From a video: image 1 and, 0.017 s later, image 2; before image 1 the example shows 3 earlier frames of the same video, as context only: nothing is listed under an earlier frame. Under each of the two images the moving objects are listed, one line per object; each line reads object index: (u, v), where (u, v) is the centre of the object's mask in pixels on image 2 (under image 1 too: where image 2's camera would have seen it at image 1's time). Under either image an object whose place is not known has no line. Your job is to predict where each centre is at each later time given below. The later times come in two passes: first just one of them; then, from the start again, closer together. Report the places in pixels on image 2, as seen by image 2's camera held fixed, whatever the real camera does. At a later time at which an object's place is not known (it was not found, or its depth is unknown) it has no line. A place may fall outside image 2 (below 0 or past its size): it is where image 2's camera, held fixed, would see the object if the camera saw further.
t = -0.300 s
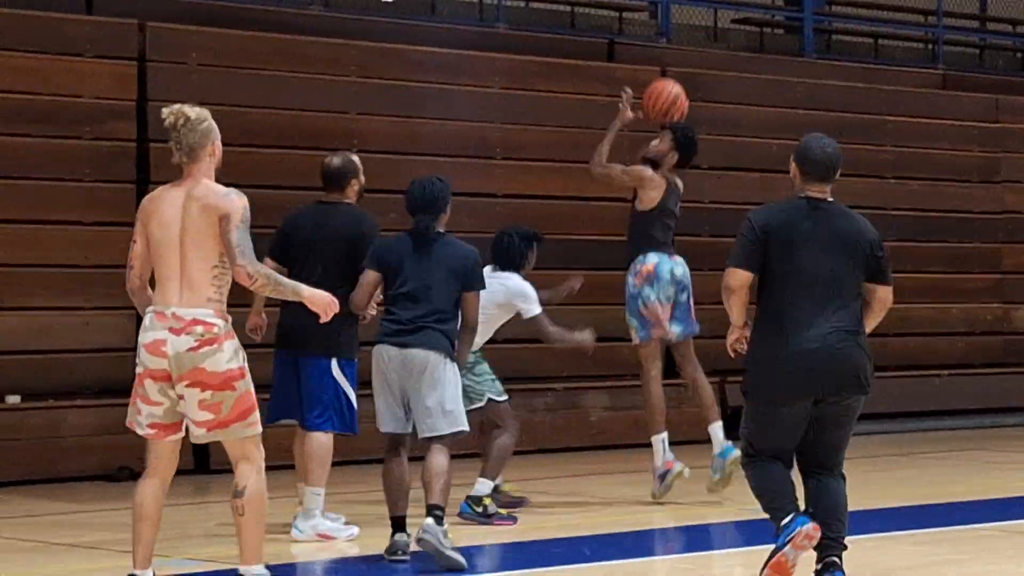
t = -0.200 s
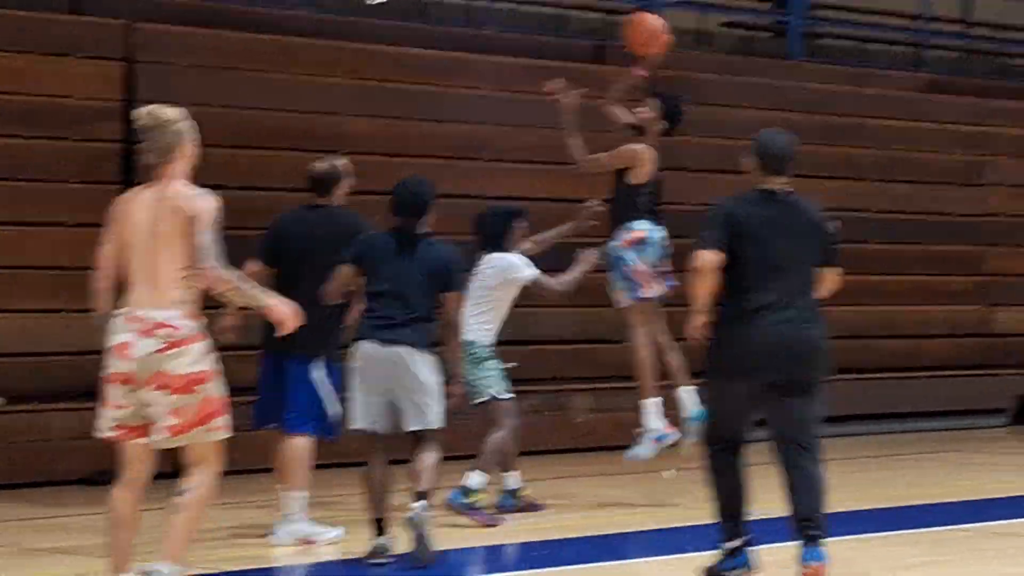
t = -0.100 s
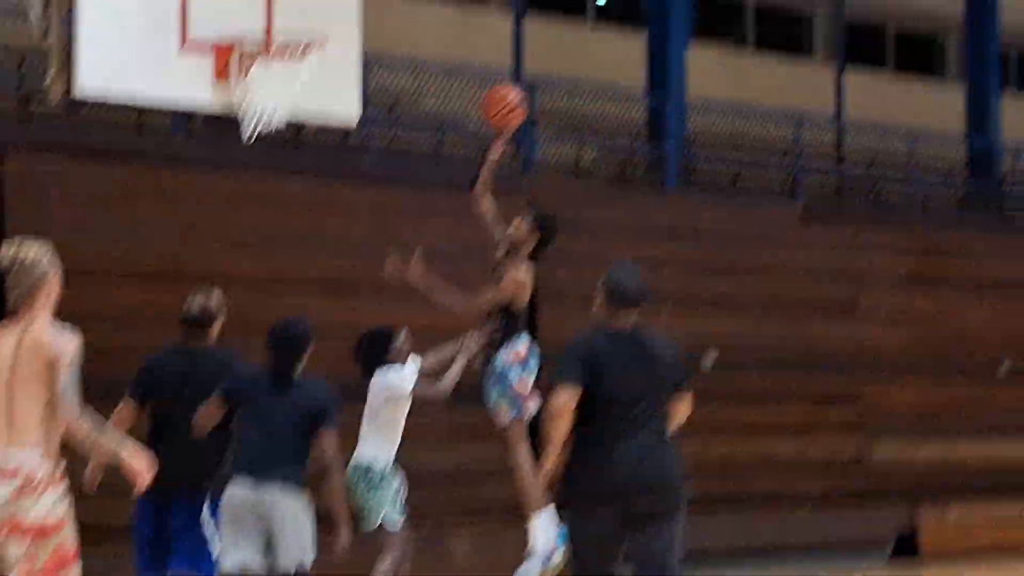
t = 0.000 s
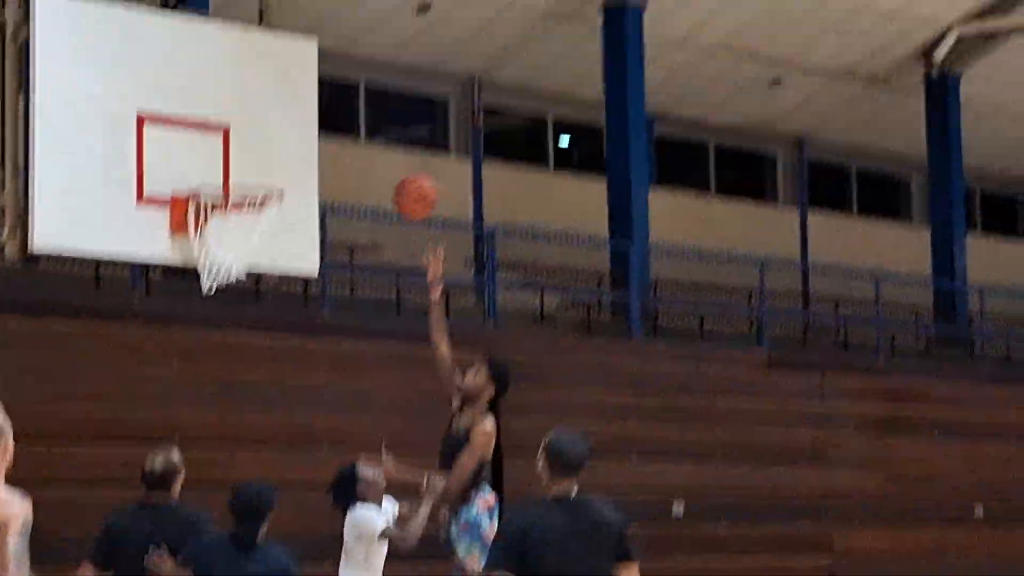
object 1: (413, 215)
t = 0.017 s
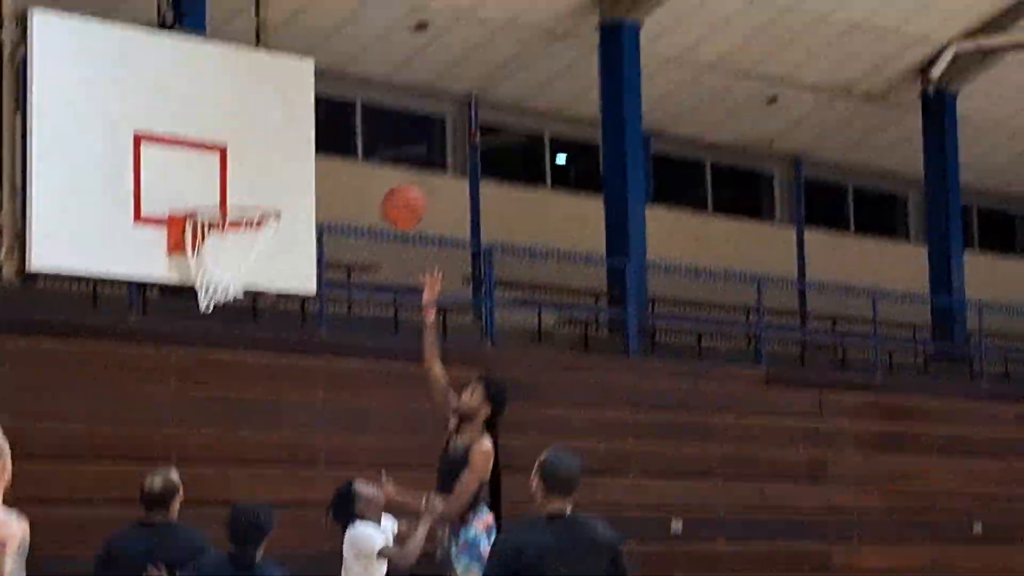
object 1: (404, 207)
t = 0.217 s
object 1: (292, 147)
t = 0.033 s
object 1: (394, 200)
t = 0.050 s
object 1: (385, 192)
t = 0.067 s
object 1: (376, 186)
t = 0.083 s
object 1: (366, 179)
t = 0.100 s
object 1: (357, 174)
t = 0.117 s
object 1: (348, 169)
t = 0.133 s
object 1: (338, 163)
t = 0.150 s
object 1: (331, 159)
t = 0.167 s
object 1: (321, 155)
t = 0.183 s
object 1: (311, 152)
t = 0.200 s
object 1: (301, 150)
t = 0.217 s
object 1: (292, 147)
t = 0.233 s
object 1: (282, 145)
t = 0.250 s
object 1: (272, 144)
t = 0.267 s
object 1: (263, 143)
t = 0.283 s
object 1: (253, 143)
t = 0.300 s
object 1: (245, 143)
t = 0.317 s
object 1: (239, 144)
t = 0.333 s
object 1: (234, 145)
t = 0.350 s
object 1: (228, 147)
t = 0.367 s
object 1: (223, 149)
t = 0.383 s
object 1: (218, 152)
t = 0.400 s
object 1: (212, 156)
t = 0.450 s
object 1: (196, 169)
